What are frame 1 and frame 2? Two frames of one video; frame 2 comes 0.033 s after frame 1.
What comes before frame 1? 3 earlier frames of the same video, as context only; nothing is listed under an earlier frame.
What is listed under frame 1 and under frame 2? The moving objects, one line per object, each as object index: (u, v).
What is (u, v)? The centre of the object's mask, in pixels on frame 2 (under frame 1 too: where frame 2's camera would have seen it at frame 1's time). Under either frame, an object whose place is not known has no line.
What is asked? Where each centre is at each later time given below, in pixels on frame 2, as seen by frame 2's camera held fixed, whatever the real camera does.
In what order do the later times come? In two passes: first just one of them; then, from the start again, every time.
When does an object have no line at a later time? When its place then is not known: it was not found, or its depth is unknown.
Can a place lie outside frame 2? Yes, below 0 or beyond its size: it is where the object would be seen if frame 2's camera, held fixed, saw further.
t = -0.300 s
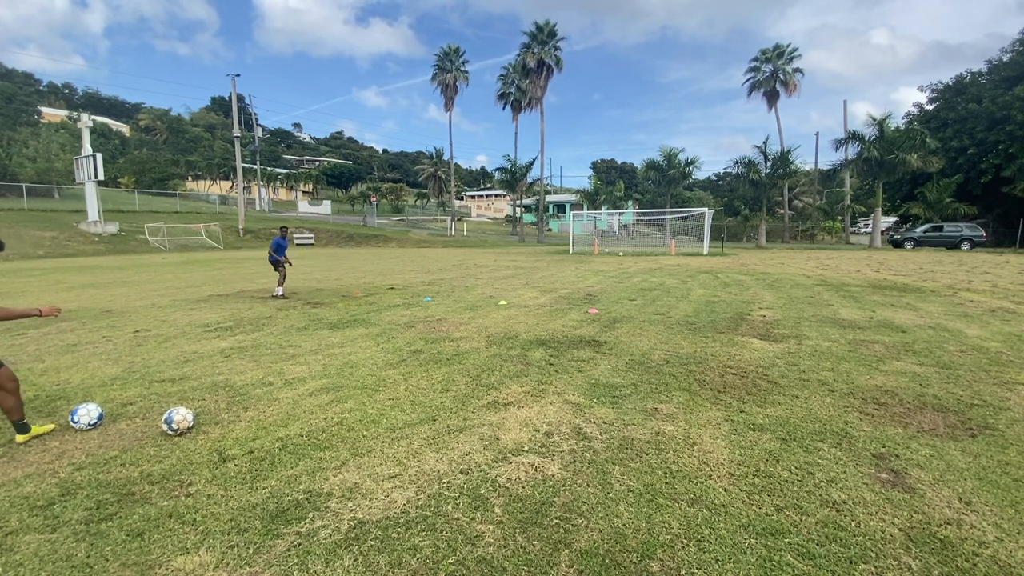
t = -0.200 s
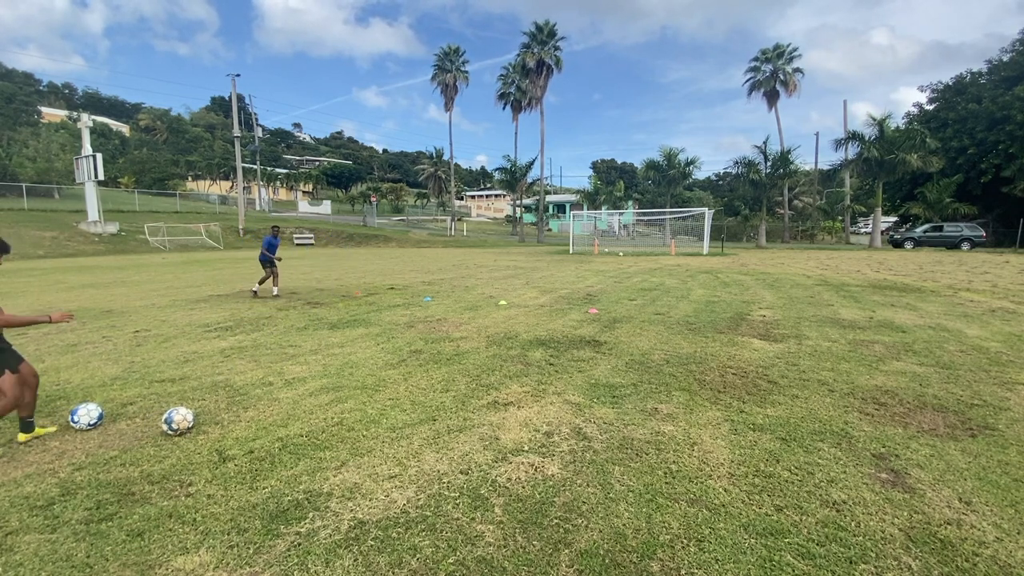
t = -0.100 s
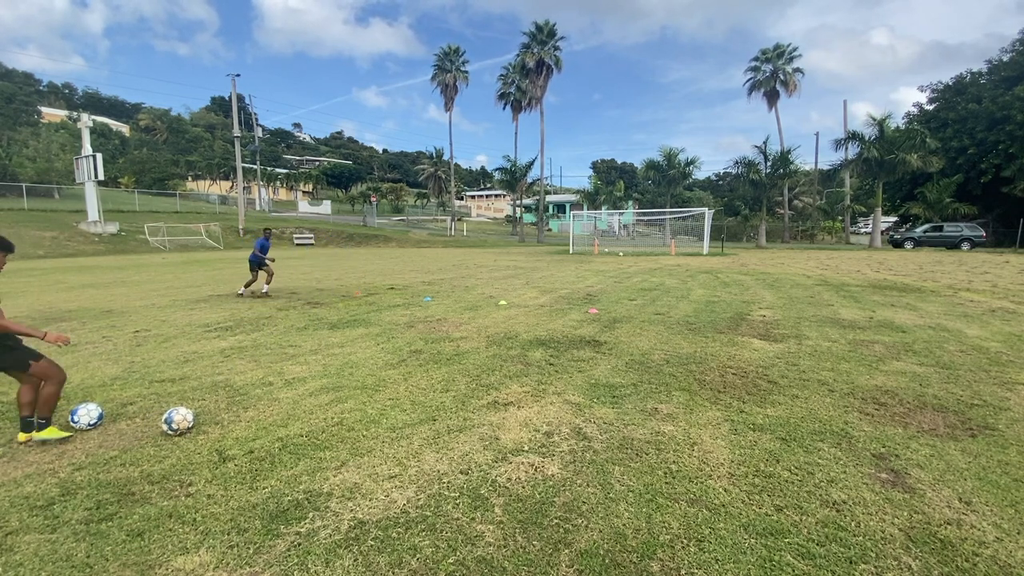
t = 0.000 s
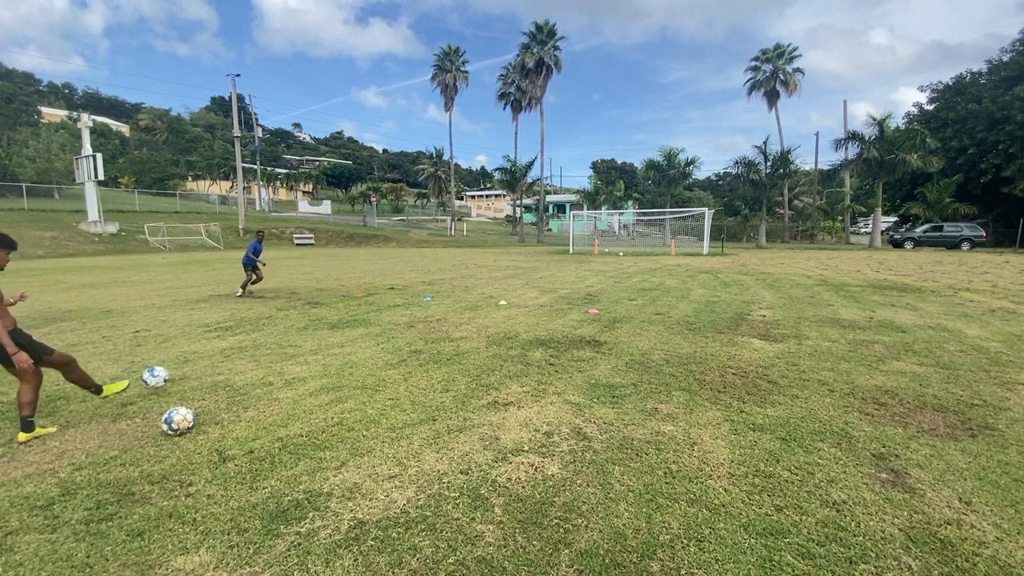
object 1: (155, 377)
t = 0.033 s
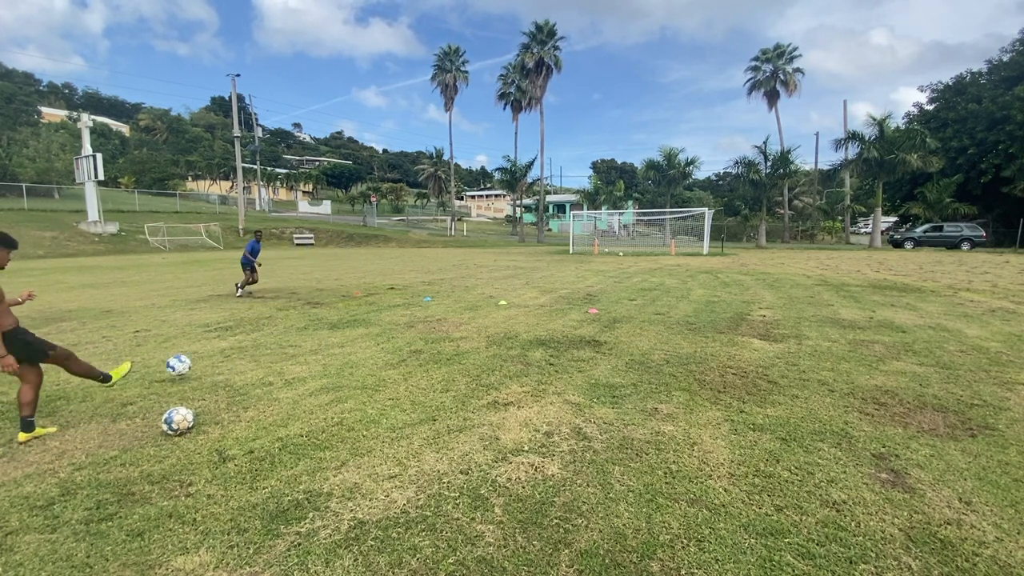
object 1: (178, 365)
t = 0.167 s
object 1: (248, 337)
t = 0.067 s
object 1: (199, 355)
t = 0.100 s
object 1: (217, 348)
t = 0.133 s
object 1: (234, 342)
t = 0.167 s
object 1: (248, 337)
